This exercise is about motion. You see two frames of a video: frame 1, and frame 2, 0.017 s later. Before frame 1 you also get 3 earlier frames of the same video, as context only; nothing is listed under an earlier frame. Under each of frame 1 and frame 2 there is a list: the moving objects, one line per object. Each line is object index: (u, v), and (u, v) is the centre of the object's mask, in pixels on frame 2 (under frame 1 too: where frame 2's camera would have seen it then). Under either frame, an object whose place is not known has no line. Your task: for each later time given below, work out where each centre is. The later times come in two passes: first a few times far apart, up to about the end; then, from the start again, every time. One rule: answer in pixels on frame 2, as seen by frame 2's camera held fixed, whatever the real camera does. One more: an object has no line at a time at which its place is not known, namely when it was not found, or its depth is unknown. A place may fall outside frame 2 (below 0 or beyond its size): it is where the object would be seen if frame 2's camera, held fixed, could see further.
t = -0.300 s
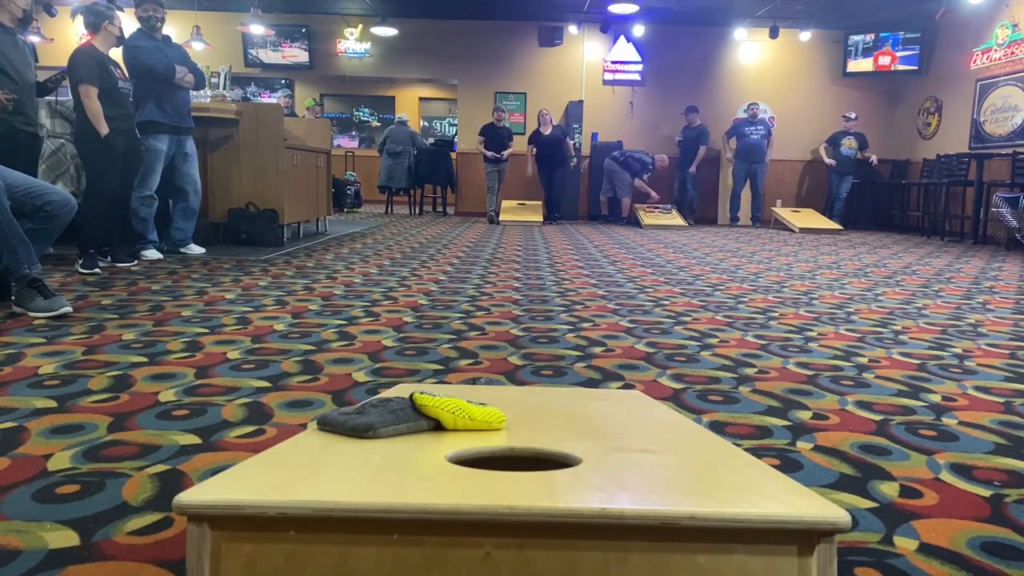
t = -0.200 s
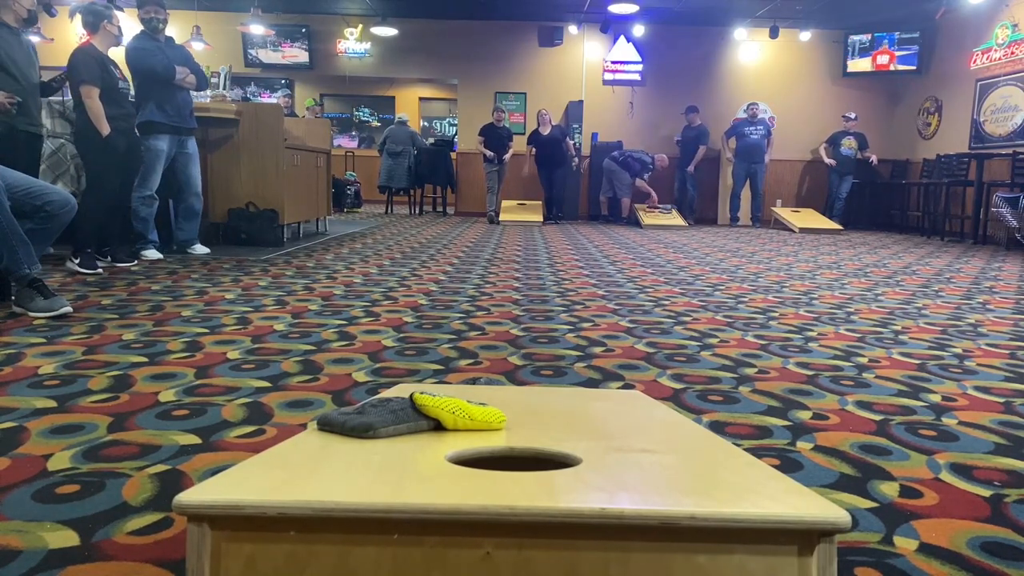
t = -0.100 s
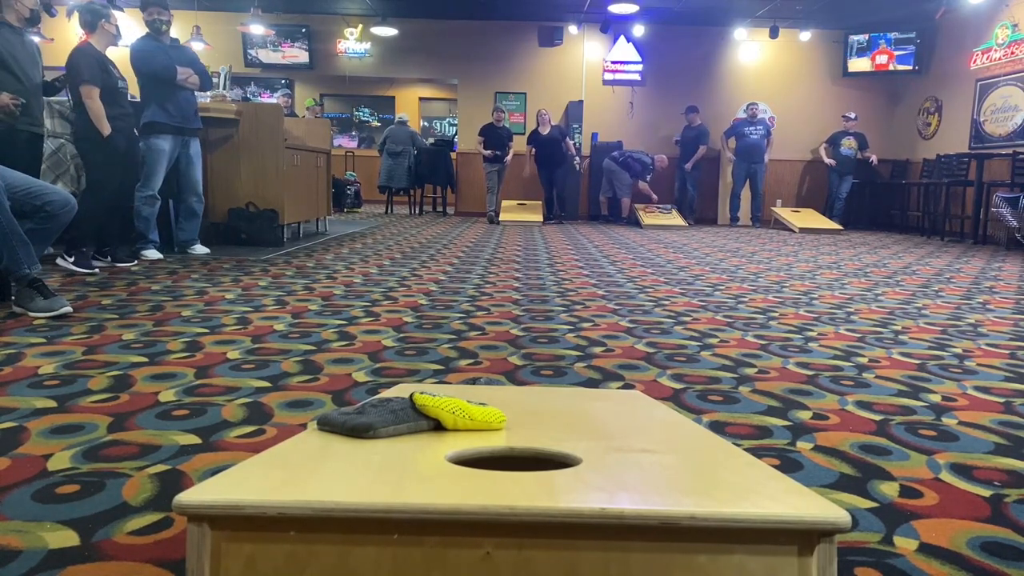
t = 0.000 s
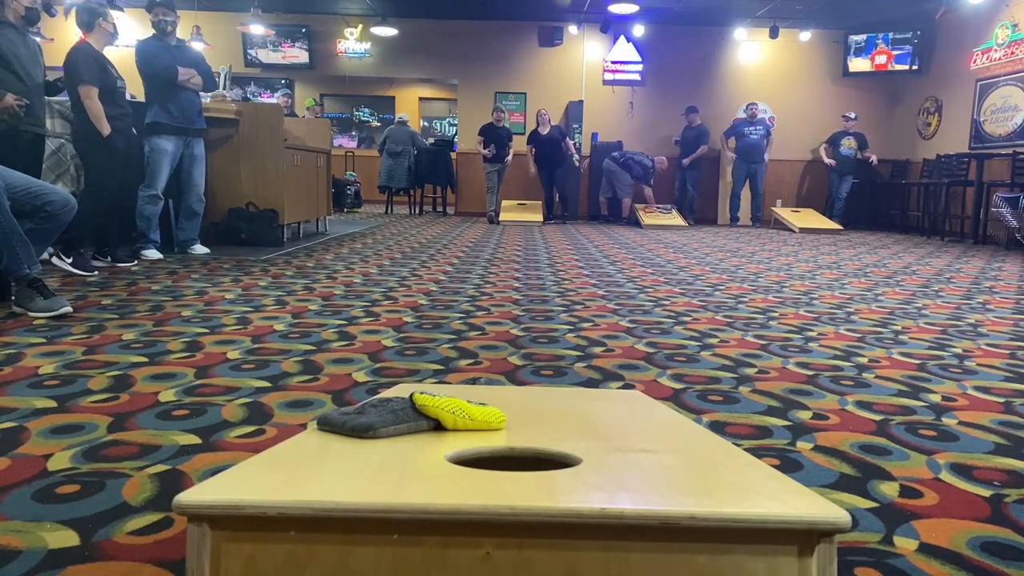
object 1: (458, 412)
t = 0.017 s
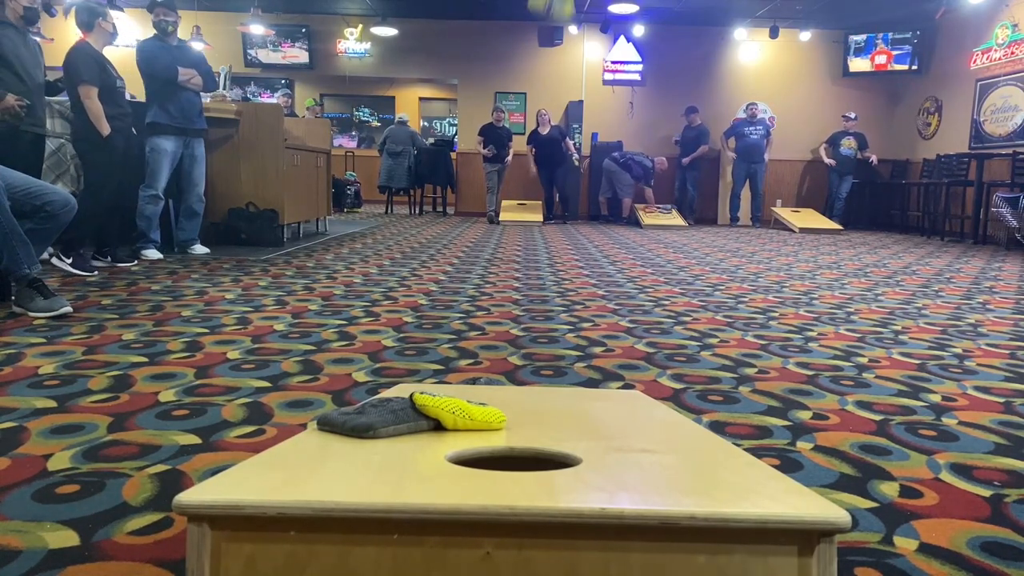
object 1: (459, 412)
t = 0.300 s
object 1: (459, 413)
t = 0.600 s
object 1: (453, 413)
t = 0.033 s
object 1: (458, 412)
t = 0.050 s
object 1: (458, 412)
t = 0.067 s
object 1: (458, 412)
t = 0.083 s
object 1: (459, 412)
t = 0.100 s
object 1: (458, 412)
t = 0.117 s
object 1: (458, 412)
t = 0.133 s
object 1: (458, 412)
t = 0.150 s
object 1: (458, 412)
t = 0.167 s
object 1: (459, 412)
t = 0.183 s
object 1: (459, 412)
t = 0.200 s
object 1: (459, 413)
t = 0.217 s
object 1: (458, 412)
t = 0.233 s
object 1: (459, 412)
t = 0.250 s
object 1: (459, 413)
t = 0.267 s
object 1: (459, 413)
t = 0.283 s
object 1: (459, 413)
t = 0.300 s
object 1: (459, 413)
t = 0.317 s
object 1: (461, 412)
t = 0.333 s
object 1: (453, 410)
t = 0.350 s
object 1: (445, 409)
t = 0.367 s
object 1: (436, 409)
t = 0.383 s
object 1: (442, 407)
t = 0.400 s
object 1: (441, 407)
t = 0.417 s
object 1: (442, 407)
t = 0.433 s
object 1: (442, 408)
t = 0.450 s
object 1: (443, 409)
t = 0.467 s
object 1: (445, 410)
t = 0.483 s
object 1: (447, 411)
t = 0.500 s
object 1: (449, 412)
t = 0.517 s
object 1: (451, 413)
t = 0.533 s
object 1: (453, 413)
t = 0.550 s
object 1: (453, 413)
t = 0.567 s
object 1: (453, 413)
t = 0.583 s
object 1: (453, 413)
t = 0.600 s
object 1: (453, 413)
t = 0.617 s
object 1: (453, 413)
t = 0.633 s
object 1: (453, 413)
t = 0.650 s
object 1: (453, 413)
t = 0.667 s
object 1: (453, 413)
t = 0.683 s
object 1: (453, 413)
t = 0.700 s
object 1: (453, 413)
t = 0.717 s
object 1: (453, 413)
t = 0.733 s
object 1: (453, 413)
